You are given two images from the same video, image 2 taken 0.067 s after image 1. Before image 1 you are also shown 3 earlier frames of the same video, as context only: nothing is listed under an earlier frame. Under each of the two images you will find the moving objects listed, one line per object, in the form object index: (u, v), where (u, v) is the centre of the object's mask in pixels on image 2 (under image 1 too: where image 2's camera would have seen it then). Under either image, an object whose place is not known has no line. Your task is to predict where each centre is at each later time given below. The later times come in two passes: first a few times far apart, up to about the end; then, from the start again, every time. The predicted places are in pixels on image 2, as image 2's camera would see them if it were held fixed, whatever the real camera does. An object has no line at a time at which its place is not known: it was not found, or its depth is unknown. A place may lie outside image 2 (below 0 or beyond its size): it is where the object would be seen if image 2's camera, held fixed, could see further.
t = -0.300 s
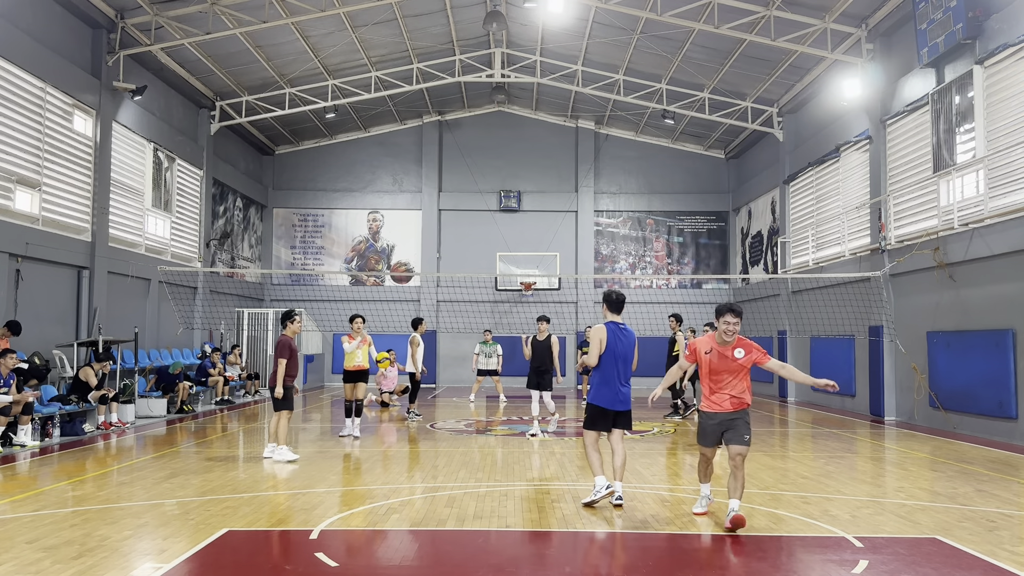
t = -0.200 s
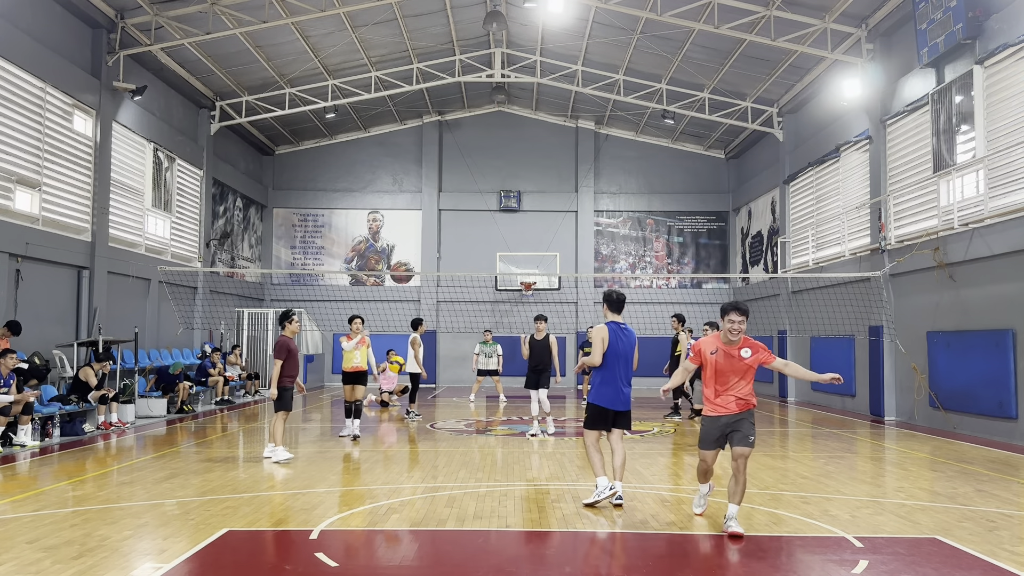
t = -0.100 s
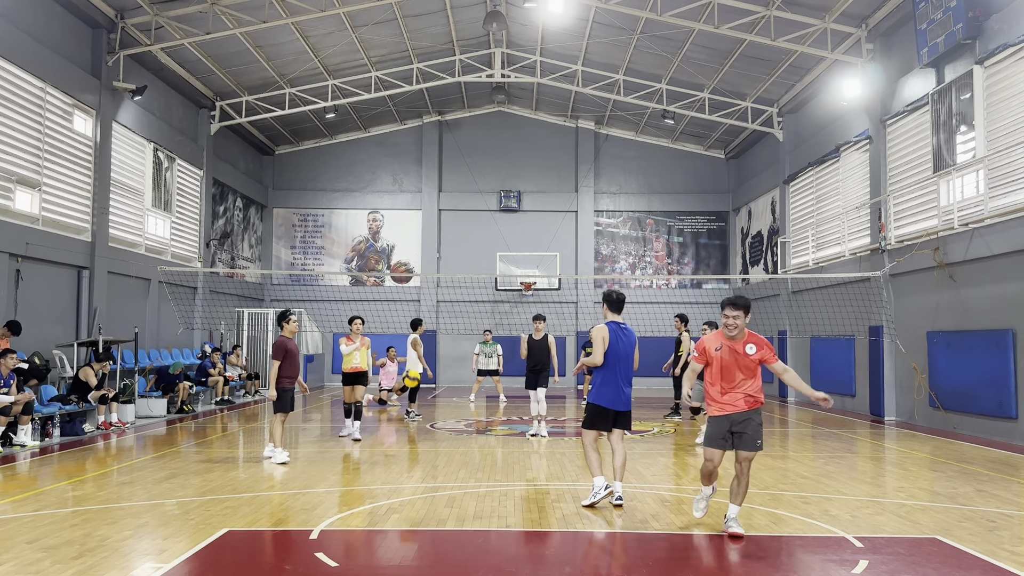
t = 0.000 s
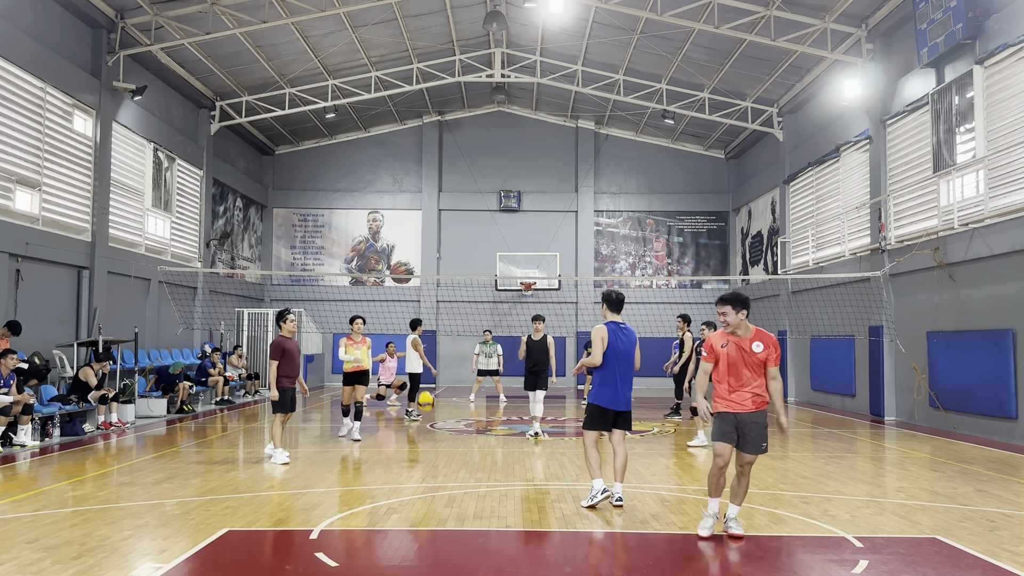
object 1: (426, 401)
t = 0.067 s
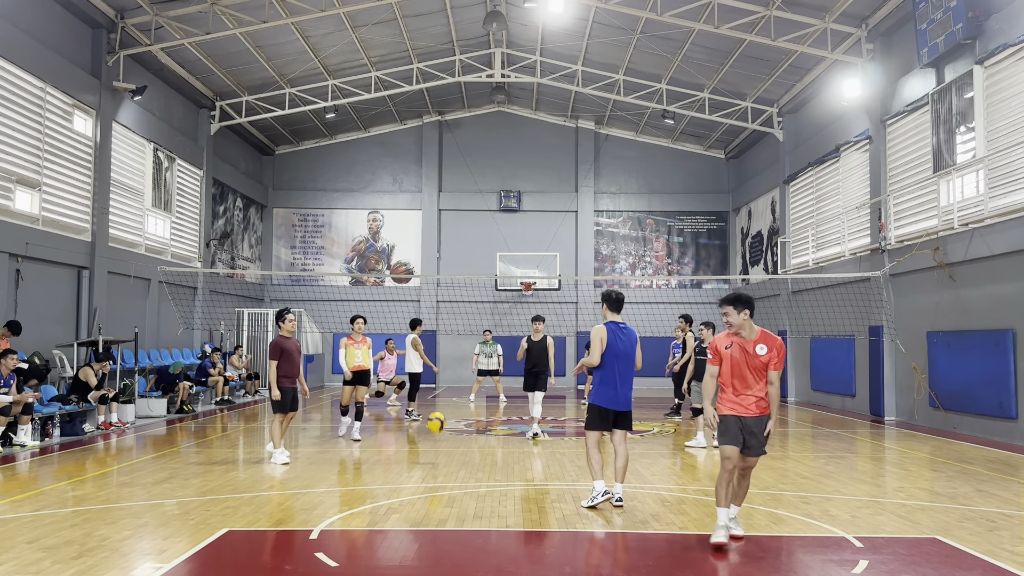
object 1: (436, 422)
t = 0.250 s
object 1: (466, 433)
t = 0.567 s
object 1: (523, 404)
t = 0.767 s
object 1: (565, 440)
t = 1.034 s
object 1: (630, 459)
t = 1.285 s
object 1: (703, 461)
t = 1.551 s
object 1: (803, 521)
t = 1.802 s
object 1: (915, 512)
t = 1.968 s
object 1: (1005, 564)
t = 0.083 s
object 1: (438, 428)
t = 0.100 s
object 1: (442, 435)
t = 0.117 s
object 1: (444, 442)
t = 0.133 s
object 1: (447, 450)
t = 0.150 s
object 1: (450, 456)
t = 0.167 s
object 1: (453, 456)
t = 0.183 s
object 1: (455, 451)
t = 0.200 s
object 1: (458, 446)
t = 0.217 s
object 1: (460, 442)
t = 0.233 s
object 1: (463, 437)
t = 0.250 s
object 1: (466, 433)
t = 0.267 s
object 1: (469, 430)
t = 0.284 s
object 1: (471, 426)
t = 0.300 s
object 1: (474, 422)
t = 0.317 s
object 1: (477, 419)
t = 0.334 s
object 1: (480, 416)
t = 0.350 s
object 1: (483, 414)
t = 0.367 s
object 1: (486, 411)
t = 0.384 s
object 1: (489, 408)
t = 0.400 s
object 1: (492, 407)
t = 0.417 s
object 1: (494, 406)
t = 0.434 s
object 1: (498, 404)
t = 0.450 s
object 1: (501, 403)
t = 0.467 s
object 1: (504, 402)
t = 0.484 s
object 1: (507, 402)
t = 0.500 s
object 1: (510, 402)
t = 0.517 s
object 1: (513, 402)
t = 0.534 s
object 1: (517, 402)
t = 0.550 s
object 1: (520, 403)
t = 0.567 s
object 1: (523, 404)
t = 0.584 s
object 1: (526, 405)
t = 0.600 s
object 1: (529, 408)
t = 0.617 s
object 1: (533, 409)
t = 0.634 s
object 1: (536, 410)
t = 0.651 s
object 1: (540, 414)
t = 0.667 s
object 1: (543, 416)
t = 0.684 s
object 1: (546, 420)
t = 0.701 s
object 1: (550, 424)
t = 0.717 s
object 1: (554, 427)
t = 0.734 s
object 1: (557, 431)
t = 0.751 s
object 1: (561, 436)
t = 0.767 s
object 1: (565, 440)
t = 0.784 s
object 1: (568, 446)
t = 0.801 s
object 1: (572, 452)
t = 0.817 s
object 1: (575, 459)
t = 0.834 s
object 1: (579, 466)
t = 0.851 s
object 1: (583, 473)
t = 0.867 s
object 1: (587, 481)
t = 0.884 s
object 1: (591, 490)
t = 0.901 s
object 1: (596, 491)
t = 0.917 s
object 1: (600, 486)
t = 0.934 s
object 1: (604, 481)
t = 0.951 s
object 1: (608, 476)
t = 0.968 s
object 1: (612, 472)
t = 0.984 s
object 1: (617, 469)
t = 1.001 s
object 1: (621, 466)
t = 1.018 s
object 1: (625, 462)
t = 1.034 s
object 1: (630, 459)
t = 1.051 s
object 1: (634, 457)
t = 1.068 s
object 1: (639, 455)
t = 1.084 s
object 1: (643, 453)
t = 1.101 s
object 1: (648, 452)
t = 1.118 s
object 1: (653, 450)
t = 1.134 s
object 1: (658, 449)
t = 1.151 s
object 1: (663, 449)
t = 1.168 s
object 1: (667, 449)
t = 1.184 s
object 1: (672, 449)
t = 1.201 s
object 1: (678, 451)
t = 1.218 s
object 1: (682, 451)
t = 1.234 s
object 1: (687, 453)
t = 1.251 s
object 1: (693, 455)
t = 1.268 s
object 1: (699, 458)
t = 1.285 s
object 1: (703, 461)
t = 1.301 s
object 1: (710, 464)
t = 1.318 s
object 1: (715, 469)
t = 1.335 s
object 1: (720, 473)
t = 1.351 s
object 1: (726, 477)
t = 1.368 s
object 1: (733, 482)
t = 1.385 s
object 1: (739, 488)
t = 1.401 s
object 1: (745, 494)
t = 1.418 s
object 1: (751, 501)
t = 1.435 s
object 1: (757, 508)
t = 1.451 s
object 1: (763, 516)
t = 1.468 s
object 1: (770, 526)
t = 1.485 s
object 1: (777, 534)
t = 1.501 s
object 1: (783, 535)
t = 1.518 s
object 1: (790, 530)
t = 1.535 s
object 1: (796, 526)
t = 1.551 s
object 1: (803, 521)
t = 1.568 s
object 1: (809, 517)
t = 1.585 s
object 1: (816, 514)
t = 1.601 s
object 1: (823, 511)
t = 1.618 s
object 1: (830, 509)
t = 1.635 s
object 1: (837, 507)
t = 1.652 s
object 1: (844, 505)
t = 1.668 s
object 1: (851, 504)
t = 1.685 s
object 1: (859, 503)
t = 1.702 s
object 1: (867, 503)
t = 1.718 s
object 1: (874, 503)
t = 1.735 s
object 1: (882, 504)
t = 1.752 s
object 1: (890, 505)
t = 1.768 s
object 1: (898, 507)
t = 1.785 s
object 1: (906, 509)
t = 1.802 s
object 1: (915, 512)
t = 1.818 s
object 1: (923, 515)
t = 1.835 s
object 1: (932, 519)
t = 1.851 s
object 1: (941, 524)
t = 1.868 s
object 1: (950, 528)
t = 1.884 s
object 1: (959, 534)
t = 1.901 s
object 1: (968, 541)
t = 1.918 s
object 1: (978, 548)
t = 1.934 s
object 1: (988, 555)
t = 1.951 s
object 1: (997, 561)
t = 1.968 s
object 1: (1005, 564)
